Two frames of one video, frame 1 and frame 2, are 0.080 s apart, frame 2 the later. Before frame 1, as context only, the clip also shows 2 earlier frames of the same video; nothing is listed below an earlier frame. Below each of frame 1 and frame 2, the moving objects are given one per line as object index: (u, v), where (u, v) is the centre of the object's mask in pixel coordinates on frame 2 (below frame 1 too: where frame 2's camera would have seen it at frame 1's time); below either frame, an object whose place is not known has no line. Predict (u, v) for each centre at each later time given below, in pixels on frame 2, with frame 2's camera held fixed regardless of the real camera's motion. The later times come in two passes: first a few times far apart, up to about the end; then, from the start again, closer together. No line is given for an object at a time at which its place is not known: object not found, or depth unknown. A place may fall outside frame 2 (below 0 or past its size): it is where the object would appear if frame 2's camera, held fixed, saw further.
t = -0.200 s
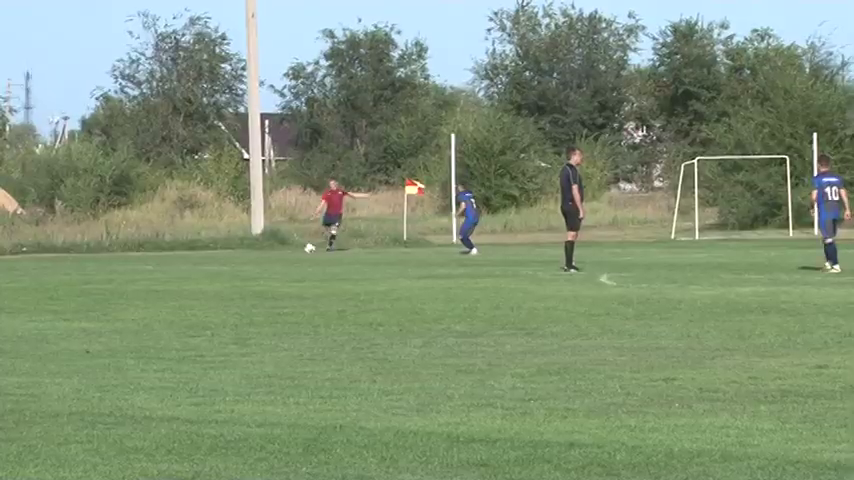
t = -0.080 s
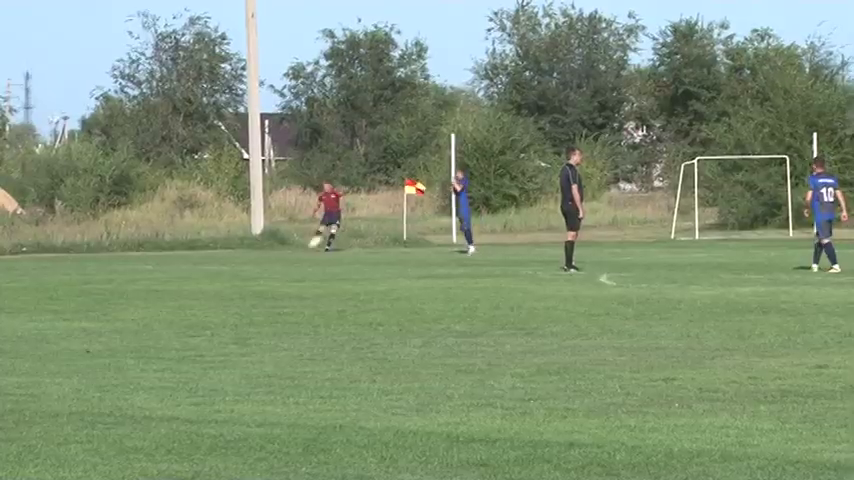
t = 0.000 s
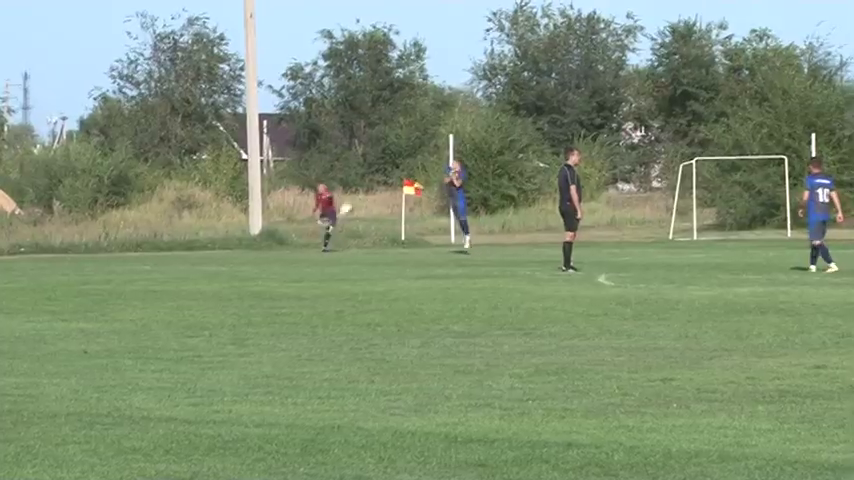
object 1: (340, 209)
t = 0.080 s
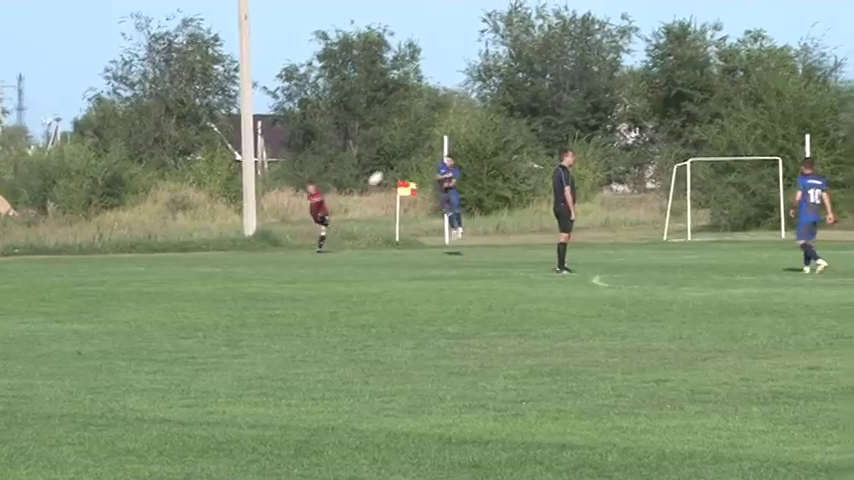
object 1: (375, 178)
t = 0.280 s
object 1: (479, 105)
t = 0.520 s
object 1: (633, 35)
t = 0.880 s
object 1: (925, -28)
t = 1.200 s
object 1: (1262, -33)
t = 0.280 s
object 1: (479, 105)
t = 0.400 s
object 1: (552, 68)
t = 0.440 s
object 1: (578, 57)
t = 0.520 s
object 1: (633, 35)
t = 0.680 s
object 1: (754, 1)
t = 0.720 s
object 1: (786, -6)
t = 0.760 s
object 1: (820, -12)
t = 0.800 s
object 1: (854, -18)
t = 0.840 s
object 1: (888, -24)
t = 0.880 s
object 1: (925, -28)
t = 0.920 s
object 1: (962, -31)
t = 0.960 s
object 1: (1001, -33)
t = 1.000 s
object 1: (1040, -35)
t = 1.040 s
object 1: (1082, -36)
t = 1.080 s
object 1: (1125, -36)
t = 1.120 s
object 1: (1169, -36)
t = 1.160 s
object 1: (1215, -34)
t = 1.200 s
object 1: (1262, -33)
